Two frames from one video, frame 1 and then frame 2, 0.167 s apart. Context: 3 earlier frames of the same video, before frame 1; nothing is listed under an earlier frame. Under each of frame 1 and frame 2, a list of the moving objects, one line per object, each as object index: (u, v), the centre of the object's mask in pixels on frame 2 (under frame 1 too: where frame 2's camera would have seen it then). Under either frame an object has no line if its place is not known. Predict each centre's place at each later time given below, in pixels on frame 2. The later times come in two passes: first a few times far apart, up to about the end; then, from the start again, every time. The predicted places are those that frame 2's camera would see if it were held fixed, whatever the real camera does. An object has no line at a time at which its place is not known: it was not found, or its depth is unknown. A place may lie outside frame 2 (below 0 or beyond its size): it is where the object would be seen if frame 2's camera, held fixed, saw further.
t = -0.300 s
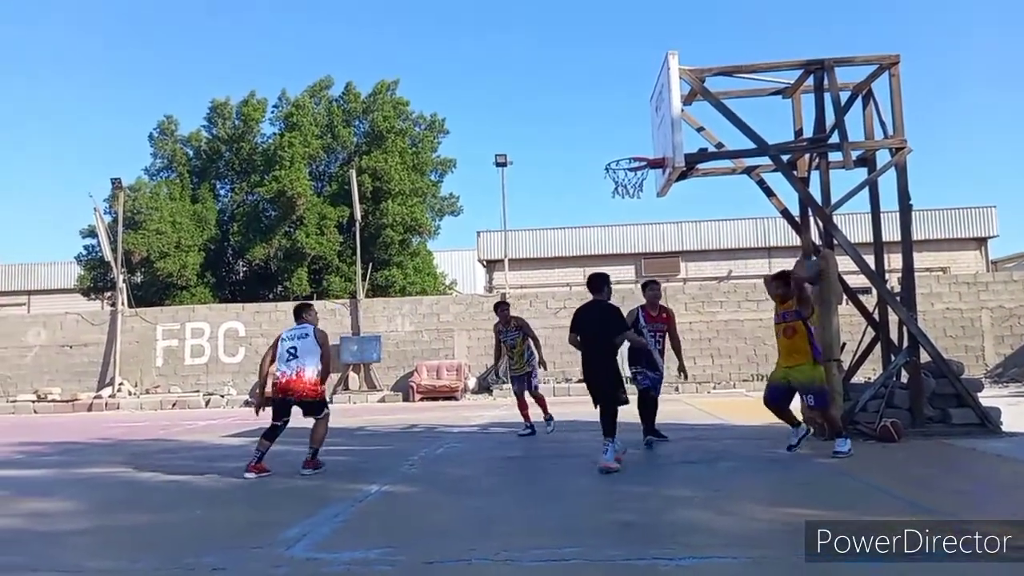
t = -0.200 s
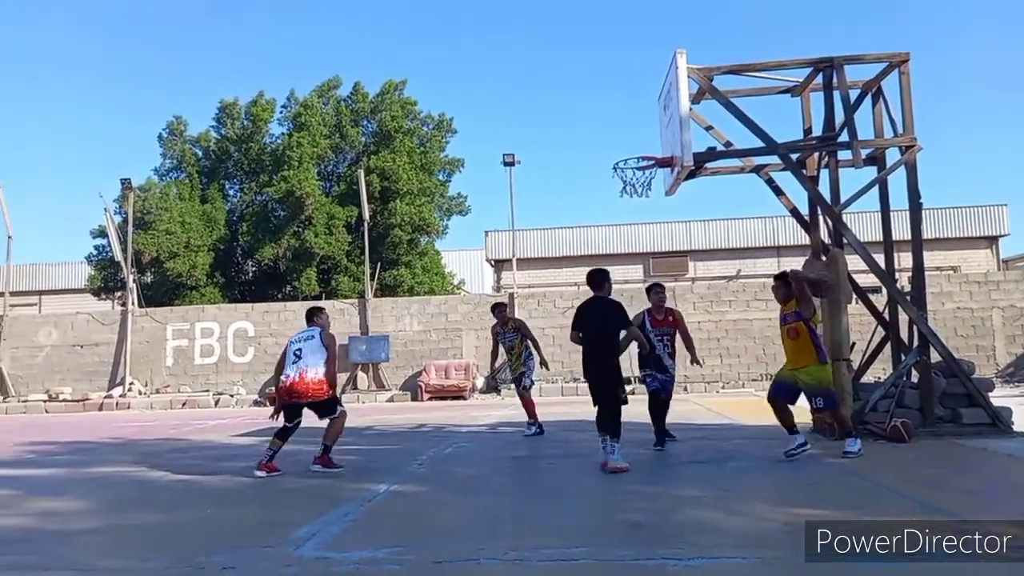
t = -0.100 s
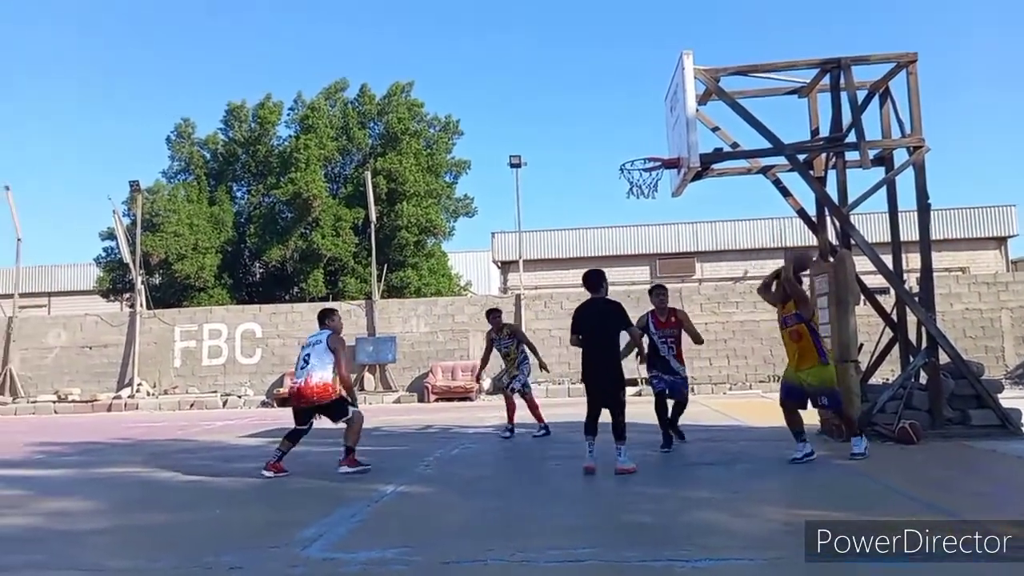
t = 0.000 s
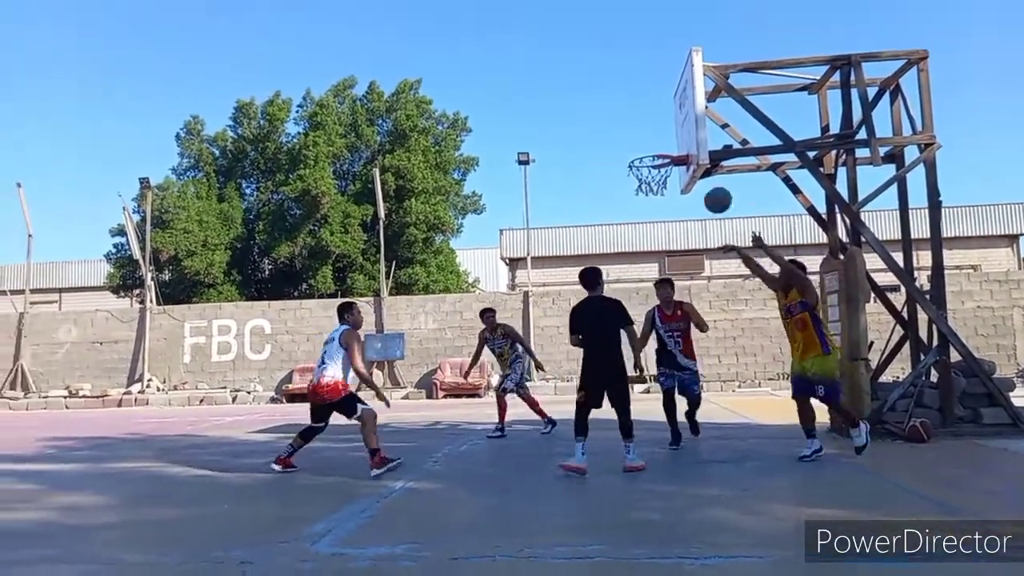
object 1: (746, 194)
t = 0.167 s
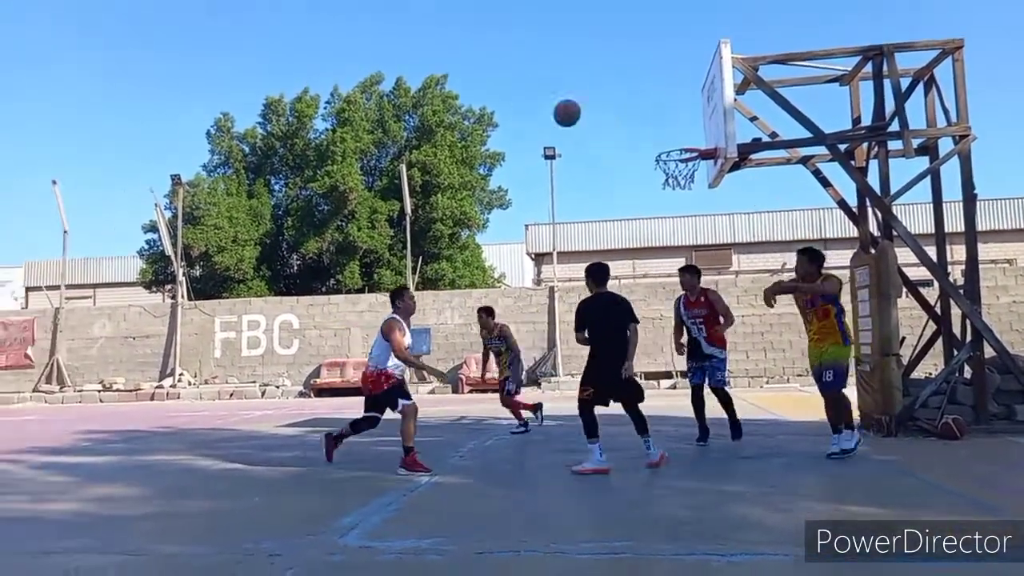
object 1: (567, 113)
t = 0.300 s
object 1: (419, 68)
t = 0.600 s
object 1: (71, 33)
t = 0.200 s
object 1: (531, 100)
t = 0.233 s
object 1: (494, 89)
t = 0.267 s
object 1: (458, 78)
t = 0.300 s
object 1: (419, 68)
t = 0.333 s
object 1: (383, 59)
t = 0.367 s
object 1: (346, 52)
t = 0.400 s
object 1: (307, 45)
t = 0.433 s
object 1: (267, 40)
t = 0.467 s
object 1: (228, 36)
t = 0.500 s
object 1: (188, 33)
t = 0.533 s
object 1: (148, 32)
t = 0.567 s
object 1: (109, 31)
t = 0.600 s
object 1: (71, 33)
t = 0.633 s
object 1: (30, 35)
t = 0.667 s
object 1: (-10, 39)
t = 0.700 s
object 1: (-51, 43)
